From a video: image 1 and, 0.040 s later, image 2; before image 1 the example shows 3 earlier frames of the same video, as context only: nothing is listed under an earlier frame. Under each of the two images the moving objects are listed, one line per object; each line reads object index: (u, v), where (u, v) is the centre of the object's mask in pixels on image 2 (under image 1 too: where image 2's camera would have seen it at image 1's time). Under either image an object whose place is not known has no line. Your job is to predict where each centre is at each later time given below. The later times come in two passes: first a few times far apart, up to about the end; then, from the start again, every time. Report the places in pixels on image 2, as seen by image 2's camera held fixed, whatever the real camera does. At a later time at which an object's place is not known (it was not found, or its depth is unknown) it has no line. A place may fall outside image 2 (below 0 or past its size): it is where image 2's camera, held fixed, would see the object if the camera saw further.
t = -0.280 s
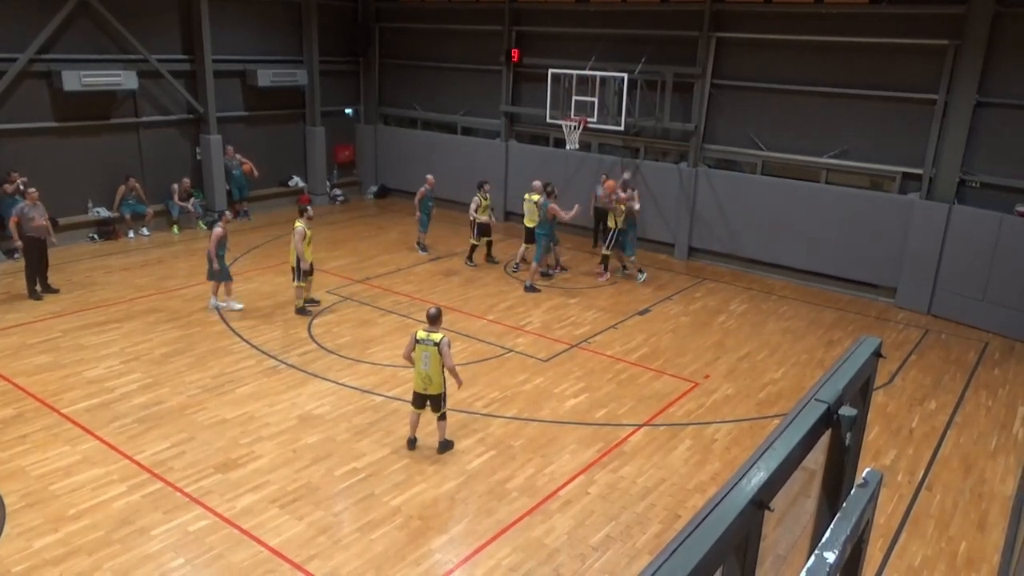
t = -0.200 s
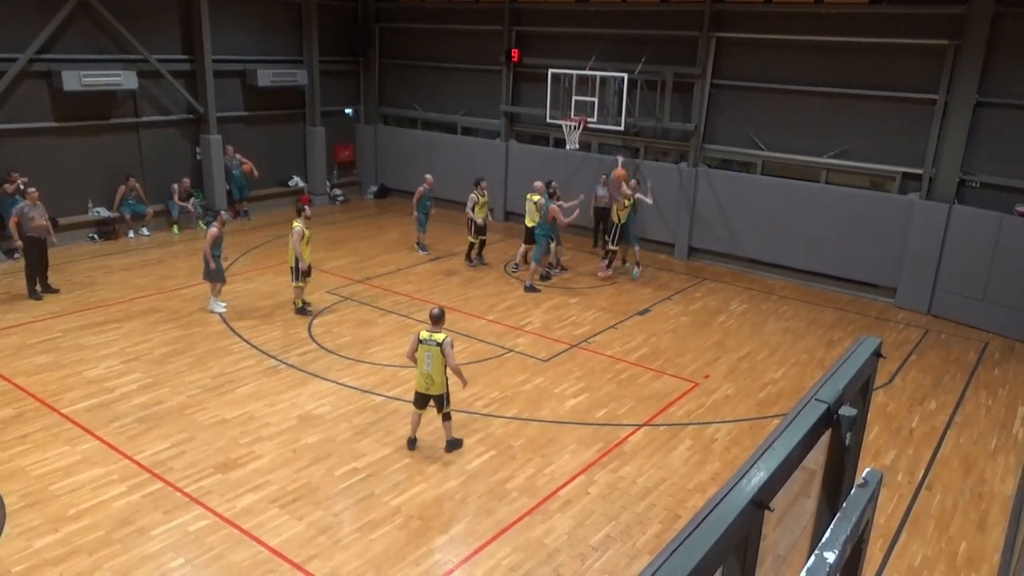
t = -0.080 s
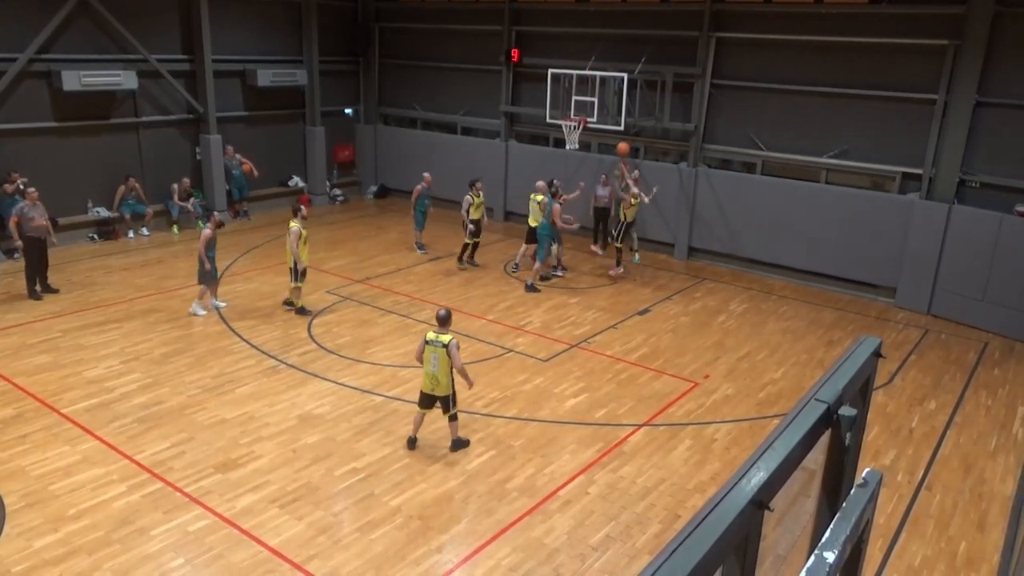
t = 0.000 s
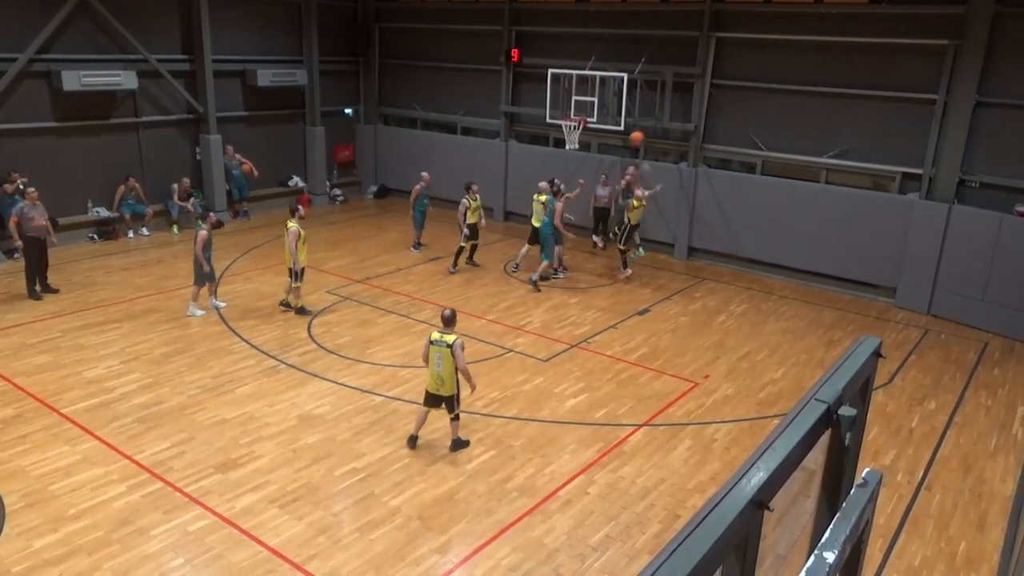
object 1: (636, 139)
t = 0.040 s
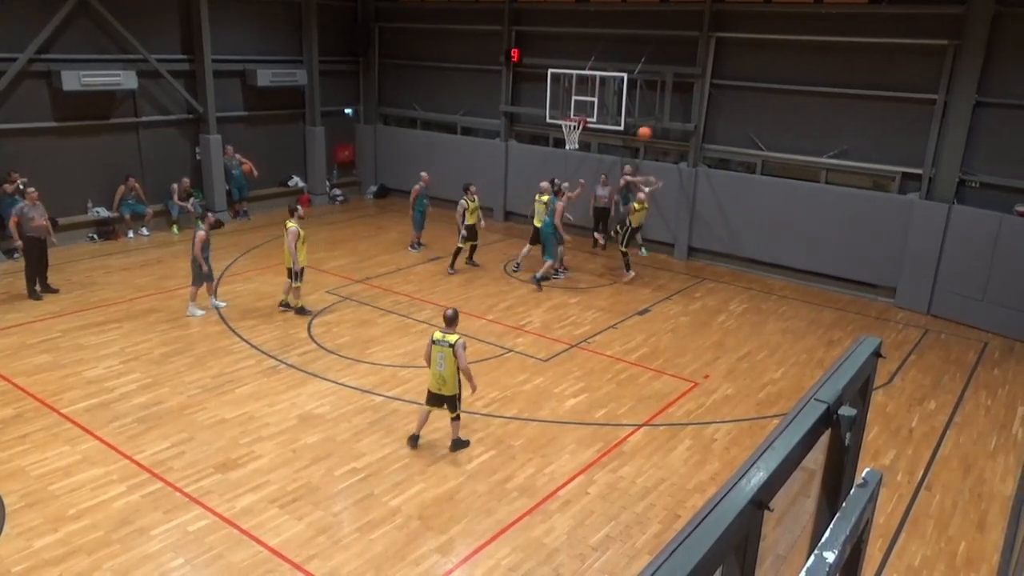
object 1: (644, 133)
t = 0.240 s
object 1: (685, 122)
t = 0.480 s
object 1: (738, 138)
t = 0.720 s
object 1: (796, 195)
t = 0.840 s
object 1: (828, 243)
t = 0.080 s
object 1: (652, 130)
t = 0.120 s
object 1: (660, 127)
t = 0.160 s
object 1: (668, 124)
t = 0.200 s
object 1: (676, 122)
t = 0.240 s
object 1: (685, 122)
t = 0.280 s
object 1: (693, 122)
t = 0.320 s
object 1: (702, 123)
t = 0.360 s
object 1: (711, 126)
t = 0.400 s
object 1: (719, 128)
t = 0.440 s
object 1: (729, 132)
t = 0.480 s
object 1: (738, 138)
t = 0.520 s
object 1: (747, 144)
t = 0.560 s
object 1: (757, 152)
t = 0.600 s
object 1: (767, 161)
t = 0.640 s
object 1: (776, 170)
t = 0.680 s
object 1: (786, 181)
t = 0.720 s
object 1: (796, 195)
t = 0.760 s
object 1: (807, 210)
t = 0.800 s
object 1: (817, 225)
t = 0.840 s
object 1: (828, 243)
